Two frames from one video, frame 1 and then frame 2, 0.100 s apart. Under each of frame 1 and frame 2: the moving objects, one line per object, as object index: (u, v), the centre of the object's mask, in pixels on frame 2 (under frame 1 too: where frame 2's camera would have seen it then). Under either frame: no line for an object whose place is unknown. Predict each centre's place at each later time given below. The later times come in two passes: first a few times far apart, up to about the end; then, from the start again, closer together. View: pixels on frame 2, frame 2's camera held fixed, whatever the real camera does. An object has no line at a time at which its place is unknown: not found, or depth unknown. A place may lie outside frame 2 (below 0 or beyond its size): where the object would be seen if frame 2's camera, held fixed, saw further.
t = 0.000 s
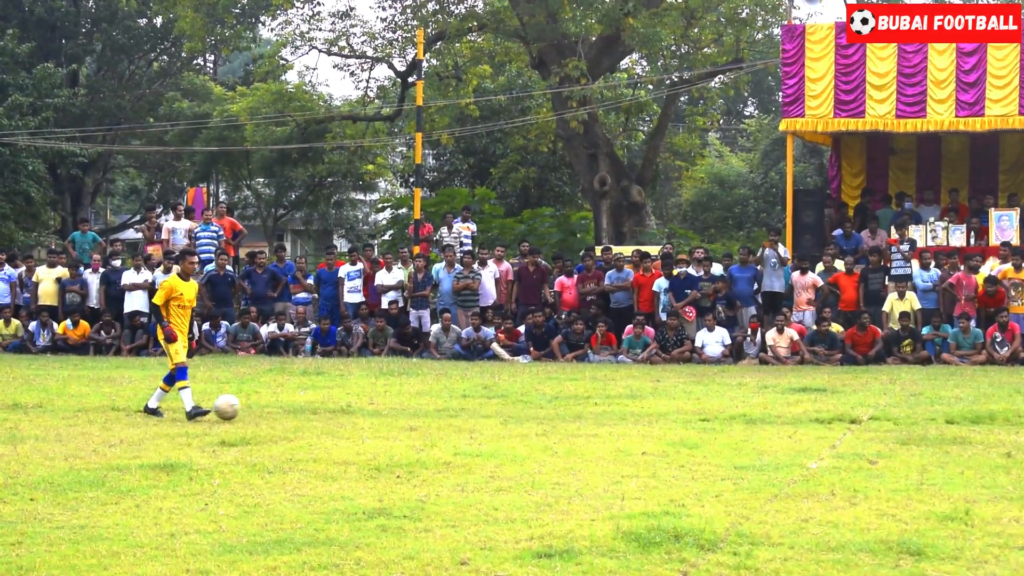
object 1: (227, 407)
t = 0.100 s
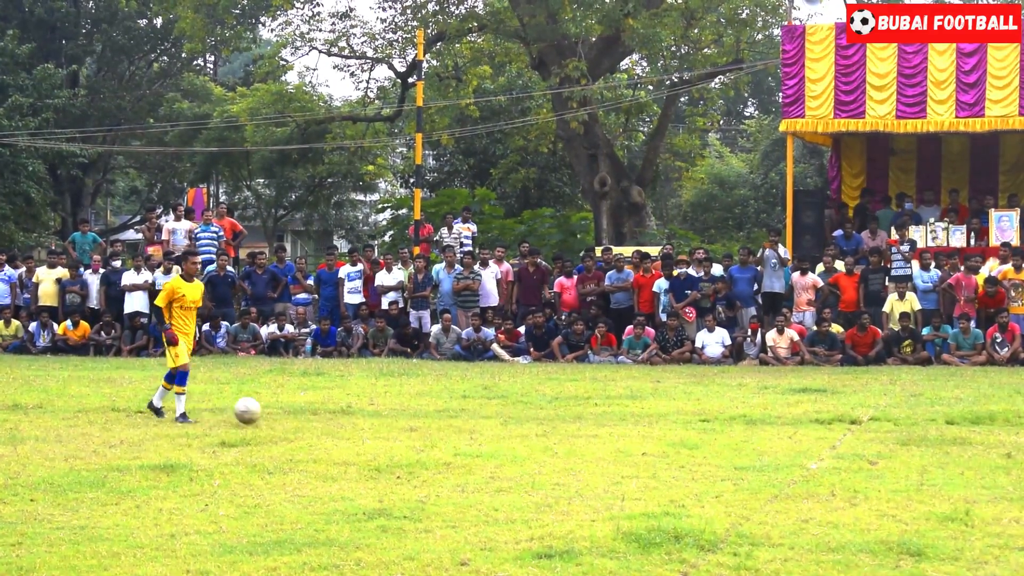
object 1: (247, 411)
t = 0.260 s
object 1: (275, 416)
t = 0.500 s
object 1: (307, 424)
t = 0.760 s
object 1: (338, 428)
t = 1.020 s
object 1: (370, 431)
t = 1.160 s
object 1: (384, 432)
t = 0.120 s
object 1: (252, 413)
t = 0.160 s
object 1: (260, 417)
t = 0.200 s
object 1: (266, 417)
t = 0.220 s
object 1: (269, 416)
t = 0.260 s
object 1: (275, 416)
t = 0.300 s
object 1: (281, 418)
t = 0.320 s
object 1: (284, 419)
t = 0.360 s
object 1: (290, 422)
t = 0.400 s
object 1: (295, 423)
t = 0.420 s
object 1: (297, 422)
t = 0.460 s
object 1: (302, 422)
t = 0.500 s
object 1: (307, 424)
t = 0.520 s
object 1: (309, 424)
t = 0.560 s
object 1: (314, 425)
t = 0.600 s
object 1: (319, 426)
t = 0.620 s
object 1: (321, 426)
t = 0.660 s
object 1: (327, 427)
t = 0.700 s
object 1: (332, 427)
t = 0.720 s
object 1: (334, 428)
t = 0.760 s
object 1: (338, 428)
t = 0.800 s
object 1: (344, 428)
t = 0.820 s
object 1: (346, 428)
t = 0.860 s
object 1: (350, 428)
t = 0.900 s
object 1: (355, 429)
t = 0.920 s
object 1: (358, 429)
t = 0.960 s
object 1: (363, 430)
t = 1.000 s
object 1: (367, 431)
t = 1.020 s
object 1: (370, 431)
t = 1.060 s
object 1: (374, 431)
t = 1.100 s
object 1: (378, 431)
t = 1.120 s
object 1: (380, 431)
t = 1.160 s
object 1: (384, 432)
